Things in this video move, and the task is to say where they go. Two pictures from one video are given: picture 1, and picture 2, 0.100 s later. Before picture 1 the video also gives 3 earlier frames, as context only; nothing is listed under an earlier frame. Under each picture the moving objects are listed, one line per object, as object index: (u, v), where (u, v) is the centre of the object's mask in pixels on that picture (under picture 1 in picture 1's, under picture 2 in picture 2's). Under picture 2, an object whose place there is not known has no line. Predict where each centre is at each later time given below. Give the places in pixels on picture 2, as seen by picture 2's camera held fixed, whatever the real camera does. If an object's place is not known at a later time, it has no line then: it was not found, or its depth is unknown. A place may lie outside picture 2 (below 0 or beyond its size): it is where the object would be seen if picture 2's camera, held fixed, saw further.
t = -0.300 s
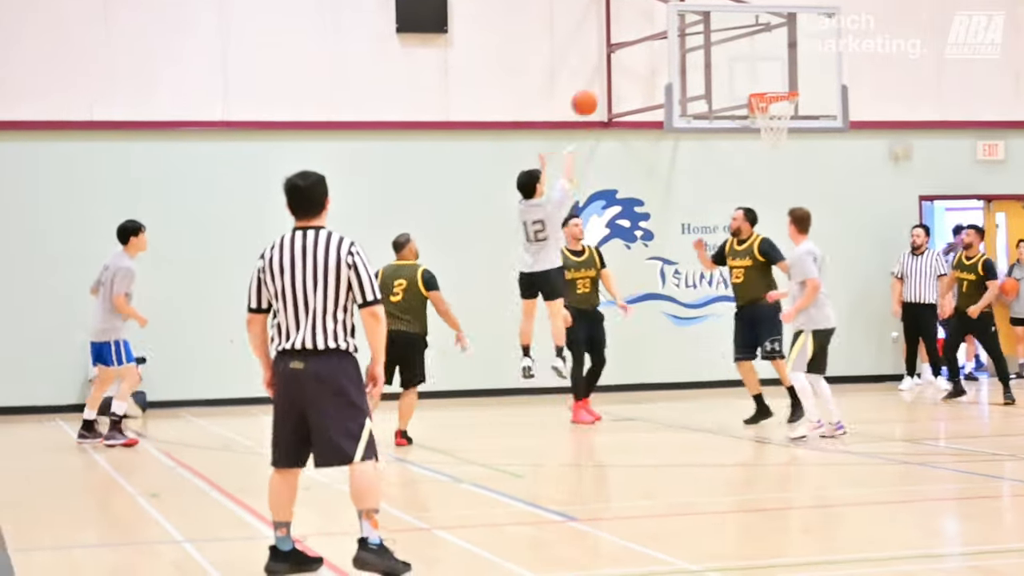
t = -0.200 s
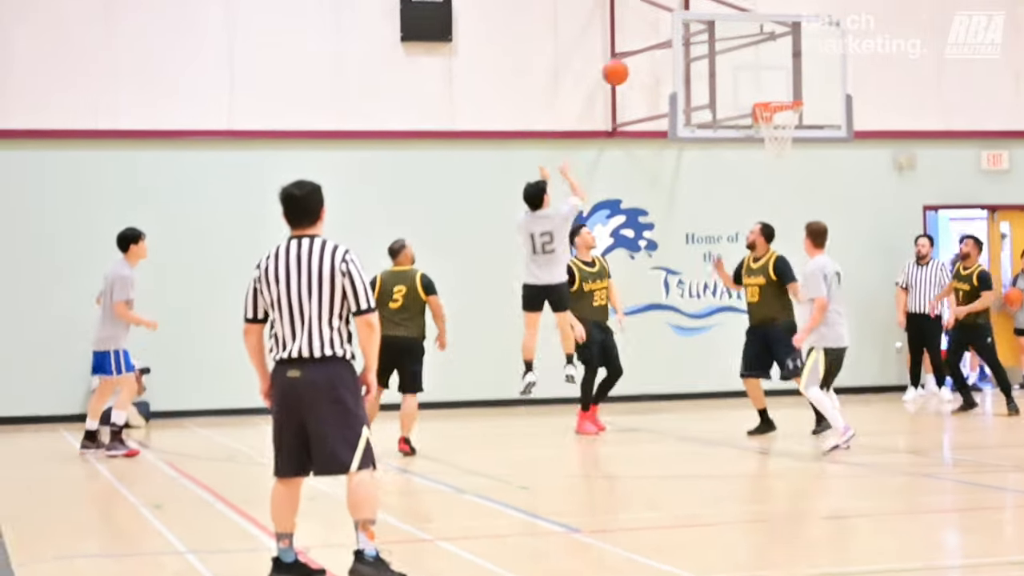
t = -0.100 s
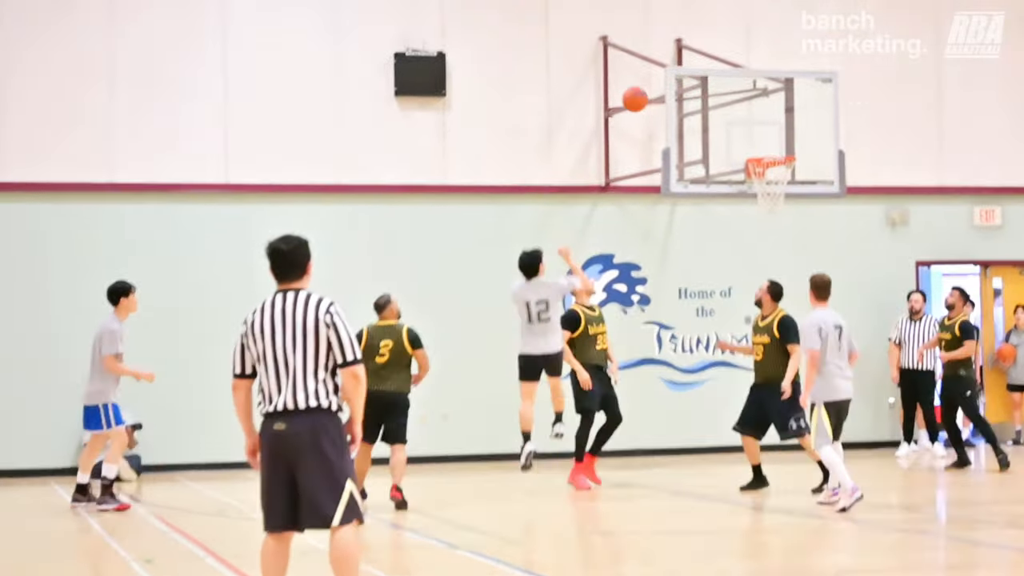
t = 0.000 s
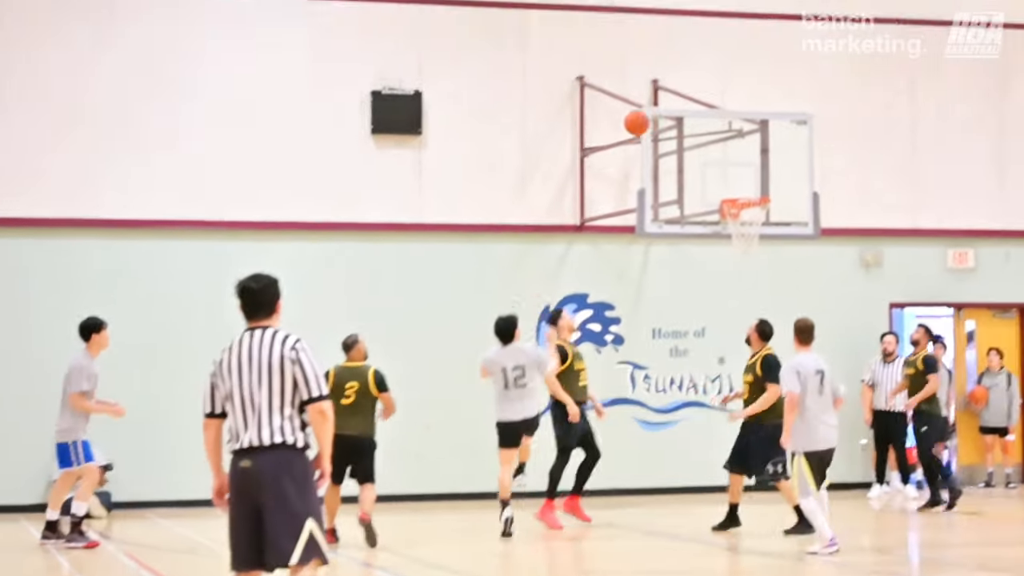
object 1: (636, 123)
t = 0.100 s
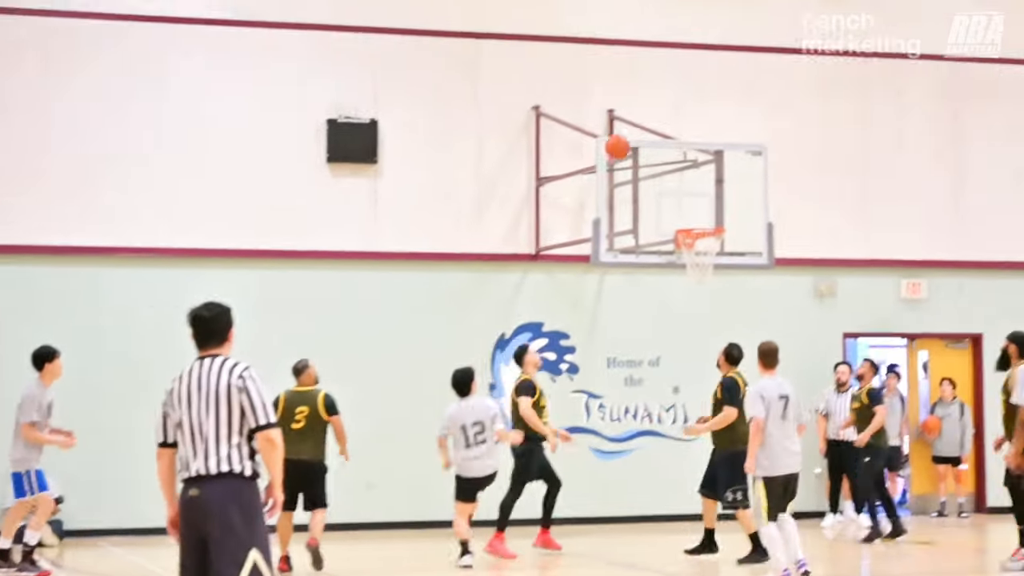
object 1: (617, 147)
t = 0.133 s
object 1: (626, 148)
